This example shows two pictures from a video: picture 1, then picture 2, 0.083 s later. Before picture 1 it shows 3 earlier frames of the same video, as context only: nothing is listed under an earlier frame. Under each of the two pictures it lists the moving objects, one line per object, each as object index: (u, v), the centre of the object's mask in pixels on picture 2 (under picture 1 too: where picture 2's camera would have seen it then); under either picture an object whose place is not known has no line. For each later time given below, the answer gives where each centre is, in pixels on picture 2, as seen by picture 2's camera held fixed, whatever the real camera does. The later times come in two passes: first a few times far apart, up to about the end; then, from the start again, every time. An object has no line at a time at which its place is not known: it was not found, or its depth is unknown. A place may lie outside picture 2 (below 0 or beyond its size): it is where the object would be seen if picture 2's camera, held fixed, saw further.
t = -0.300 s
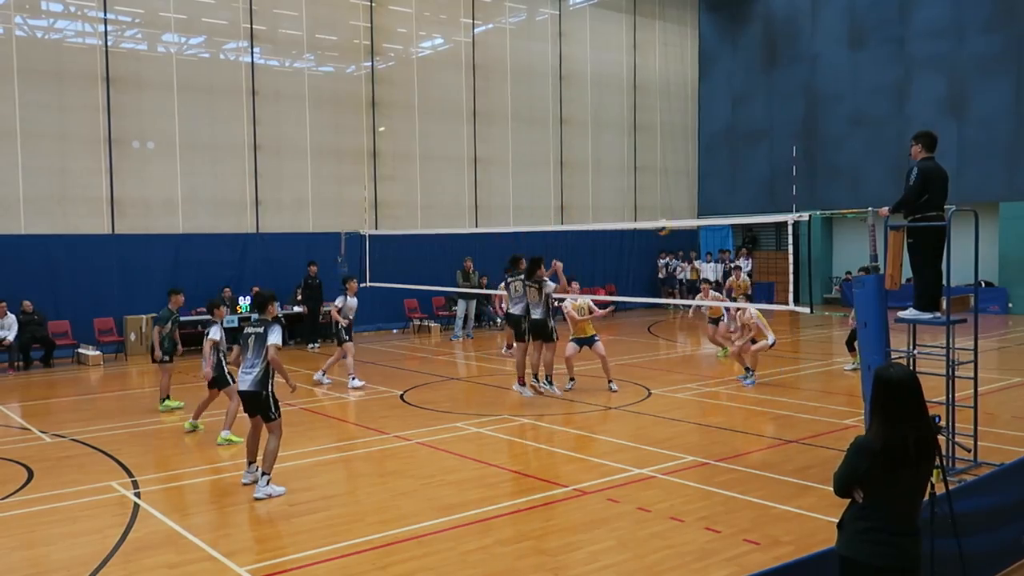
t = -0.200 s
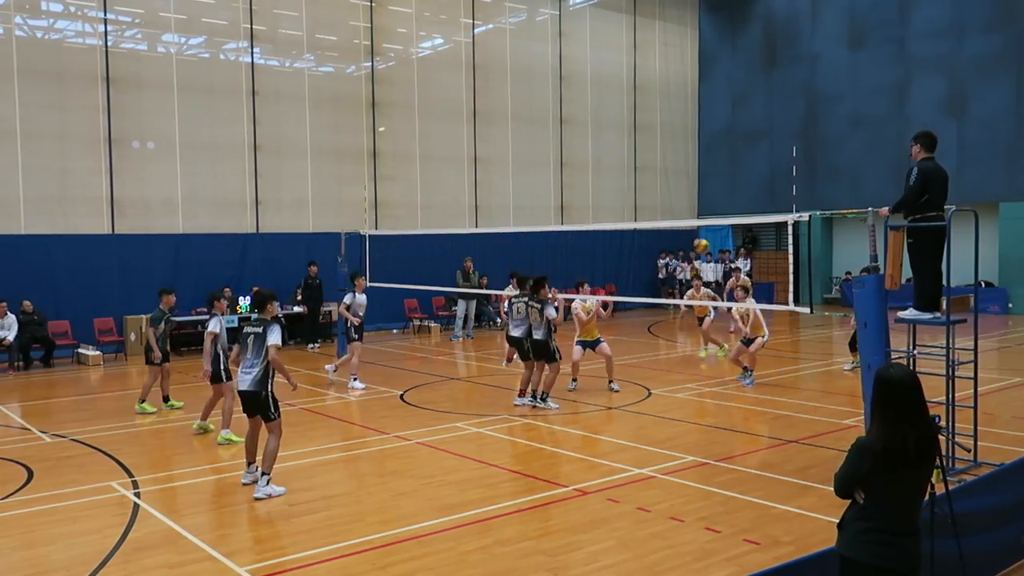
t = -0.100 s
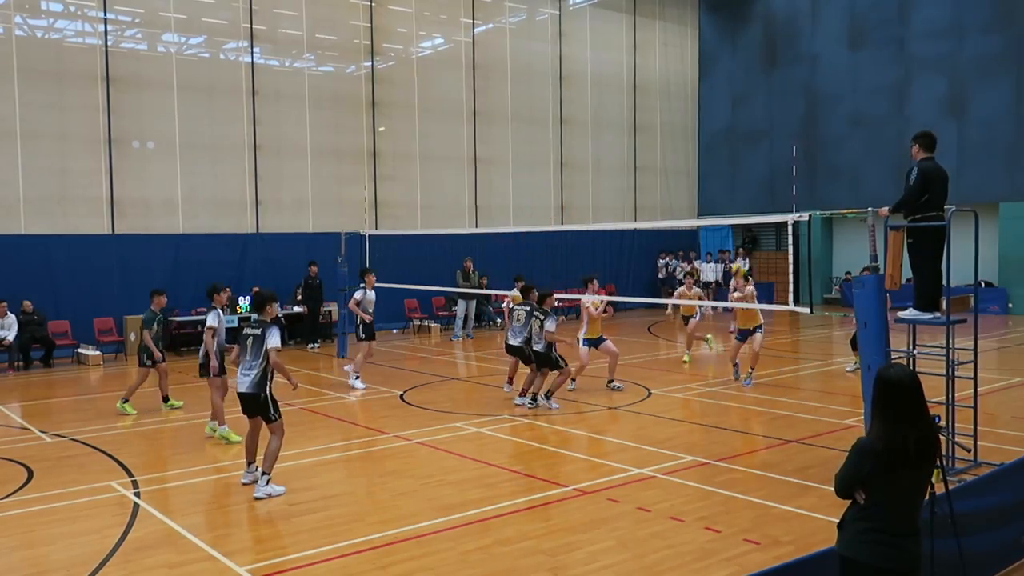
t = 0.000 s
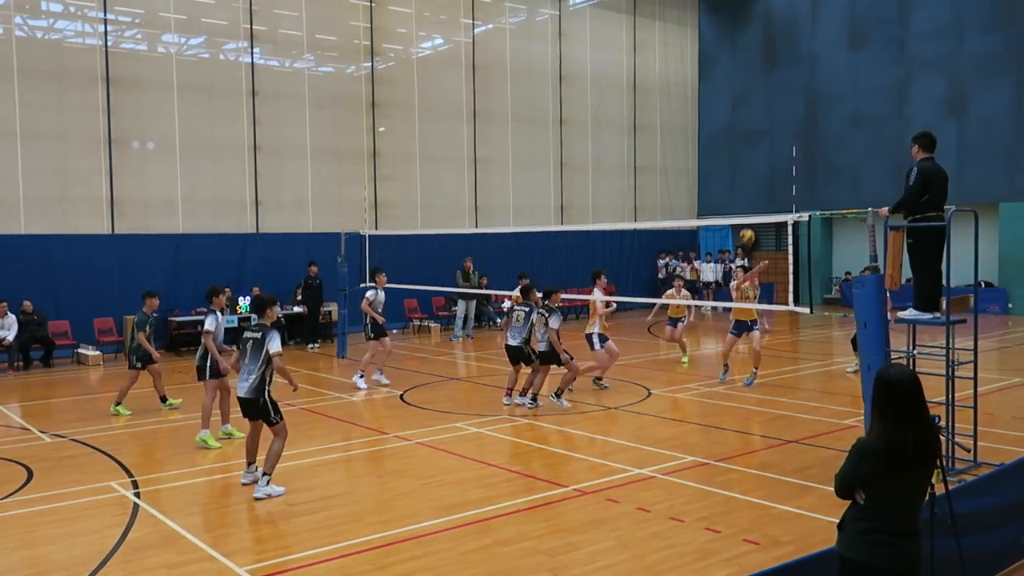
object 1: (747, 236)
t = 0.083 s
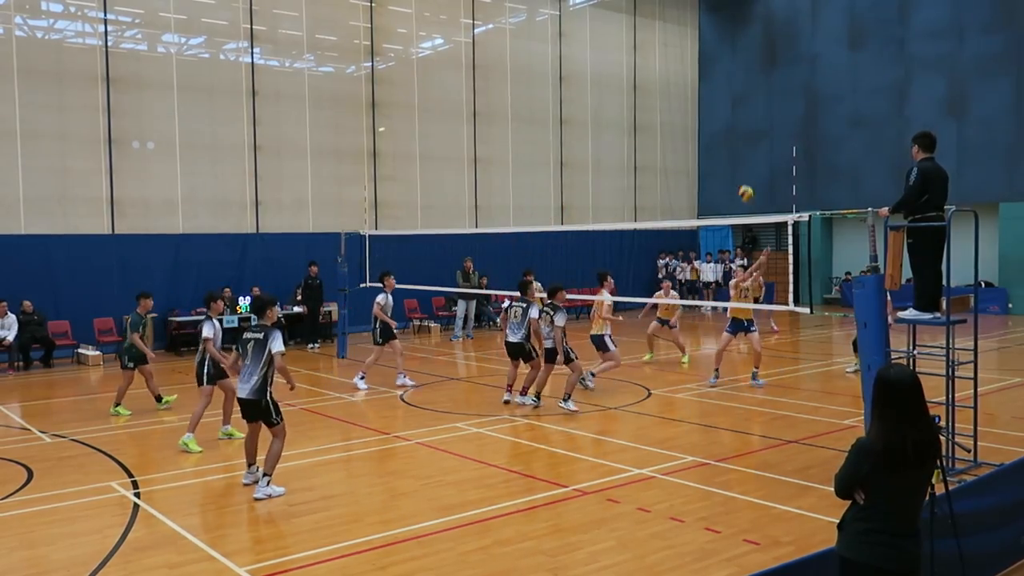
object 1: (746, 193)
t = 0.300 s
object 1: (743, 111)
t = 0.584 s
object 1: (741, 58)
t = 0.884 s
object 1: (738, 60)
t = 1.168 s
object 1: (737, 109)
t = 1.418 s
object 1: (736, 181)
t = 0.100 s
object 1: (745, 185)
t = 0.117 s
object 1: (746, 178)
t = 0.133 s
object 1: (745, 171)
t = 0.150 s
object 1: (744, 163)
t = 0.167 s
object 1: (745, 157)
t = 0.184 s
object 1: (744, 150)
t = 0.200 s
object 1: (744, 144)
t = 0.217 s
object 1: (744, 138)
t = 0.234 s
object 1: (743, 132)
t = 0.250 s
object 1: (743, 126)
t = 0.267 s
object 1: (743, 121)
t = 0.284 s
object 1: (743, 115)
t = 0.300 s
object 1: (743, 111)
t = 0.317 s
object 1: (743, 106)
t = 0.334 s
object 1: (742, 101)
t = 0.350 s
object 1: (742, 97)
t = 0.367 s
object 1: (742, 93)
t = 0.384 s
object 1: (742, 89)
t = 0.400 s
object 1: (742, 85)
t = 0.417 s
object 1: (742, 82)
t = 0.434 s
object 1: (742, 78)
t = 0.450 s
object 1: (741, 75)
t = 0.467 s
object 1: (742, 72)
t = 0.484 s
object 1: (741, 70)
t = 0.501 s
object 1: (741, 68)
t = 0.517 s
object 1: (741, 65)
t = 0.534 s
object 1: (741, 63)
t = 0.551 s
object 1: (741, 62)
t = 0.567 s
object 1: (741, 60)
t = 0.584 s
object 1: (741, 58)
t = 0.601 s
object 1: (740, 57)
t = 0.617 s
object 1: (740, 56)
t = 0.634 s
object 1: (740, 54)
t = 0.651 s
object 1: (740, 54)
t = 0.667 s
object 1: (740, 53)
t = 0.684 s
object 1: (739, 53)
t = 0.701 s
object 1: (739, 53)
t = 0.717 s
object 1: (739, 53)
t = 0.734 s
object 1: (739, 53)
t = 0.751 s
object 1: (739, 53)
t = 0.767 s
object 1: (739, 53)
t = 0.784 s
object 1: (739, 54)
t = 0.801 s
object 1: (739, 54)
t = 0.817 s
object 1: (738, 55)
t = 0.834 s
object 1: (738, 56)
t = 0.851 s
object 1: (739, 57)
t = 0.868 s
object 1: (738, 59)
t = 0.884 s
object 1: (738, 60)
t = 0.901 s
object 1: (738, 62)
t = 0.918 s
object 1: (738, 64)
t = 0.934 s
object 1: (738, 66)
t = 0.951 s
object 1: (738, 69)
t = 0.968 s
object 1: (738, 71)
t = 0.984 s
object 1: (738, 73)
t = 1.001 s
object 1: (737, 76)
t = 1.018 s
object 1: (737, 78)
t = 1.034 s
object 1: (738, 81)
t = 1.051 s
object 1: (737, 84)
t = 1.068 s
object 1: (737, 87)
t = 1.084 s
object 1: (737, 90)
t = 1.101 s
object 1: (737, 94)
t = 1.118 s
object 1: (737, 97)
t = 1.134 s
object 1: (737, 101)
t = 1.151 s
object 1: (737, 105)
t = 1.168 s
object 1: (737, 109)
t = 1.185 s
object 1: (737, 113)
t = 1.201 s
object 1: (737, 117)
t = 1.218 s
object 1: (736, 121)
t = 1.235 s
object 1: (736, 125)
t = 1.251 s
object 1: (736, 130)
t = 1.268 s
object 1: (736, 134)
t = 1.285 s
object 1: (736, 139)
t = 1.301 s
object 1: (736, 144)
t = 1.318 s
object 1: (736, 149)
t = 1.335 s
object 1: (736, 154)
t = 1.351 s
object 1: (736, 160)
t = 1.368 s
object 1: (736, 164)
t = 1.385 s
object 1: (736, 170)
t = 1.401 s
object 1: (736, 175)
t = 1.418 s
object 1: (736, 181)
